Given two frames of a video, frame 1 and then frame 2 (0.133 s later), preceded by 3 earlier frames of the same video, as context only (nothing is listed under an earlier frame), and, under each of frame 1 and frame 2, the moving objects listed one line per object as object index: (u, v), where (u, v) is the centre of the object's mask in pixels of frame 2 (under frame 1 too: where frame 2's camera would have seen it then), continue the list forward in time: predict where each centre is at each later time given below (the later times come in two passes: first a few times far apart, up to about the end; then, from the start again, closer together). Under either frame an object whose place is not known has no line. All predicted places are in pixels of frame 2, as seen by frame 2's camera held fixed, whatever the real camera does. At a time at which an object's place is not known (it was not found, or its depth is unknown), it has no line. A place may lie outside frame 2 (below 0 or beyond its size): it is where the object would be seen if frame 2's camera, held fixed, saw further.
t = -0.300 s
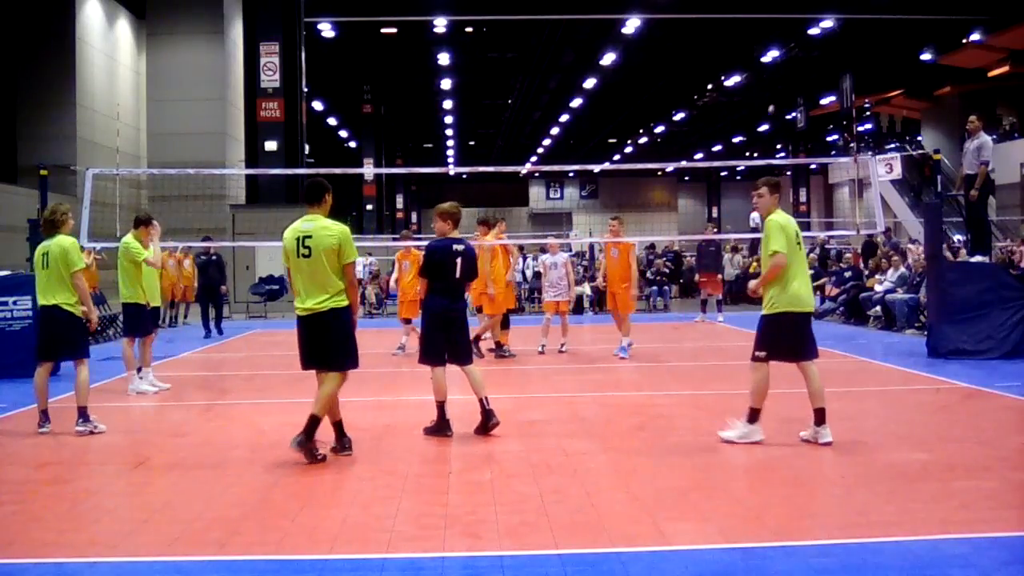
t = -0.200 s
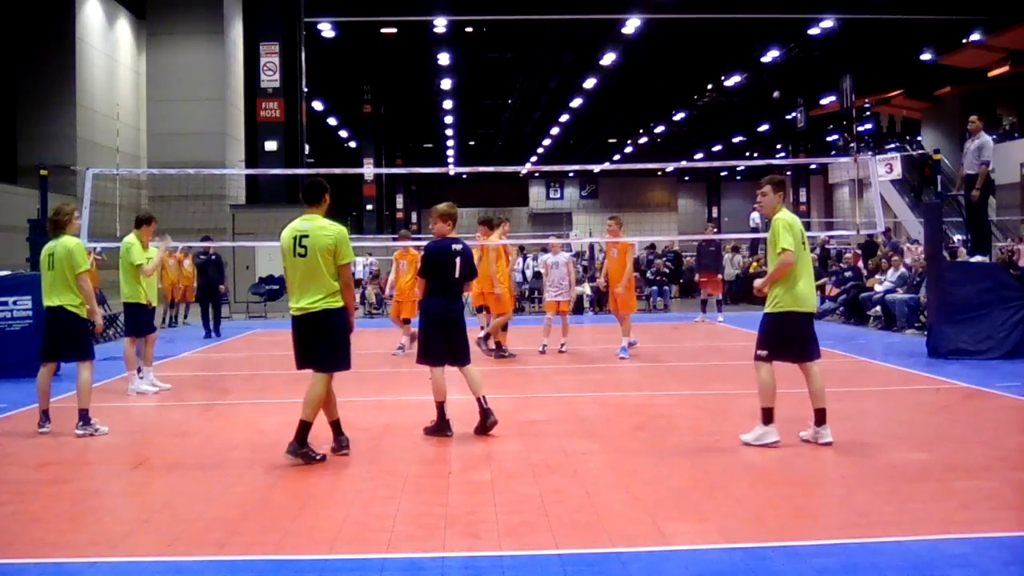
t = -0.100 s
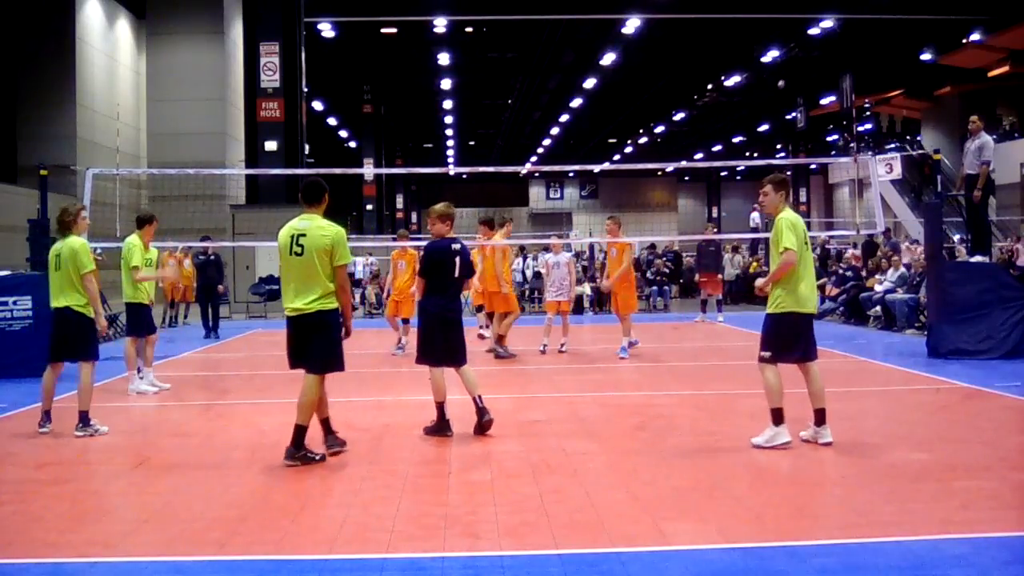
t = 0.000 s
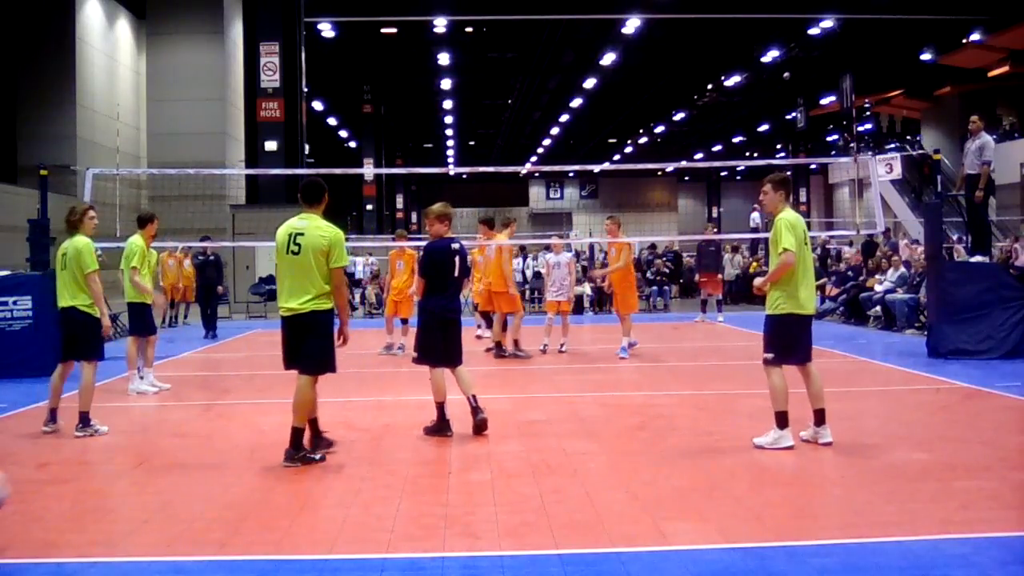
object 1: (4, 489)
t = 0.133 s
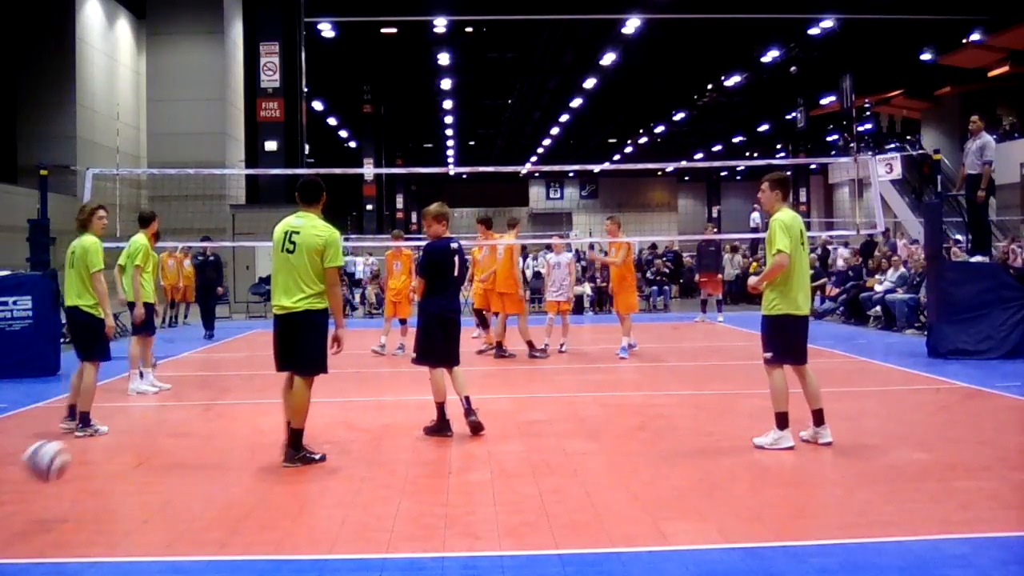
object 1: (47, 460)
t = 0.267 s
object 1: (99, 464)
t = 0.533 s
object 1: (181, 428)
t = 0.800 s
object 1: (242, 410)
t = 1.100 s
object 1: (284, 396)
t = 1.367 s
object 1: (329, 389)
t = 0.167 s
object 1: (60, 457)
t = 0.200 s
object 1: (72, 457)
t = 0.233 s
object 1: (87, 461)
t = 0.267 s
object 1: (99, 464)
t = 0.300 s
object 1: (111, 470)
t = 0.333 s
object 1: (122, 475)
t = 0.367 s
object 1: (135, 460)
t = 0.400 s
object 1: (144, 451)
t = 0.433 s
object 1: (153, 442)
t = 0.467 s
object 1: (164, 436)
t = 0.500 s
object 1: (172, 430)
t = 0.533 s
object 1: (181, 428)
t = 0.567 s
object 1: (189, 427)
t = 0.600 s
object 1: (198, 428)
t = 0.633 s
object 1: (206, 430)
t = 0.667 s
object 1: (214, 434)
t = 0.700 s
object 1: (222, 434)
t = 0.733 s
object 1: (229, 424)
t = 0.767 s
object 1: (237, 416)
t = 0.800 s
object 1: (242, 410)
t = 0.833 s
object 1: (246, 406)
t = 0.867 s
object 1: (250, 403)
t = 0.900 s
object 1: (253, 403)
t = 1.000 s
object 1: (282, 406)
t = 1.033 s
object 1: (283, 409)
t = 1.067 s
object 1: (283, 402)
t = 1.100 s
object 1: (284, 396)
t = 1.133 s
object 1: (307, 387)
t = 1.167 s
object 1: (309, 386)
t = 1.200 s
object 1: (312, 387)
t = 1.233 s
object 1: (315, 387)
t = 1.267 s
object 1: (317, 388)
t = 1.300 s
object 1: (320, 390)
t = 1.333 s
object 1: (324, 394)
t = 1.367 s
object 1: (329, 389)
